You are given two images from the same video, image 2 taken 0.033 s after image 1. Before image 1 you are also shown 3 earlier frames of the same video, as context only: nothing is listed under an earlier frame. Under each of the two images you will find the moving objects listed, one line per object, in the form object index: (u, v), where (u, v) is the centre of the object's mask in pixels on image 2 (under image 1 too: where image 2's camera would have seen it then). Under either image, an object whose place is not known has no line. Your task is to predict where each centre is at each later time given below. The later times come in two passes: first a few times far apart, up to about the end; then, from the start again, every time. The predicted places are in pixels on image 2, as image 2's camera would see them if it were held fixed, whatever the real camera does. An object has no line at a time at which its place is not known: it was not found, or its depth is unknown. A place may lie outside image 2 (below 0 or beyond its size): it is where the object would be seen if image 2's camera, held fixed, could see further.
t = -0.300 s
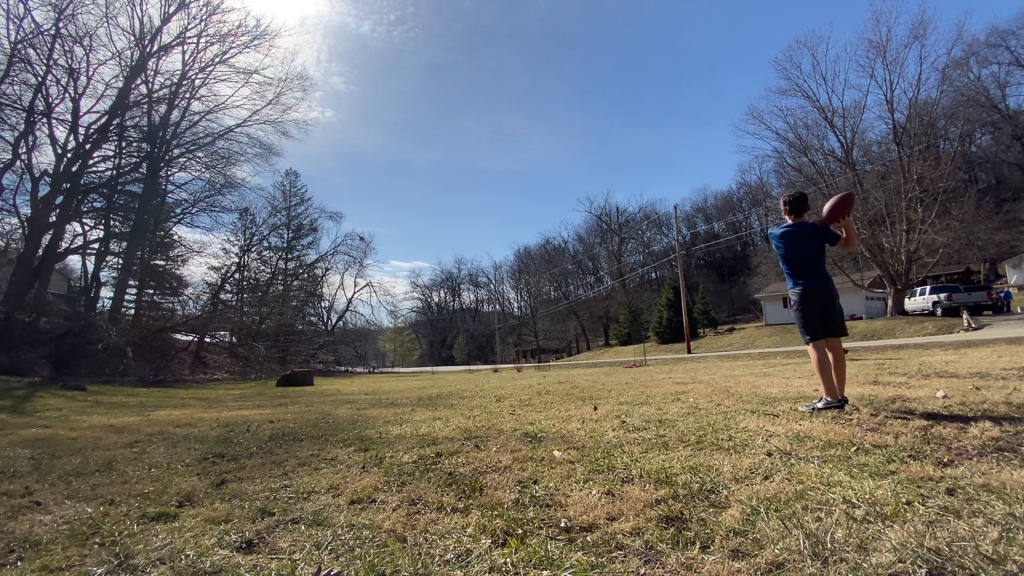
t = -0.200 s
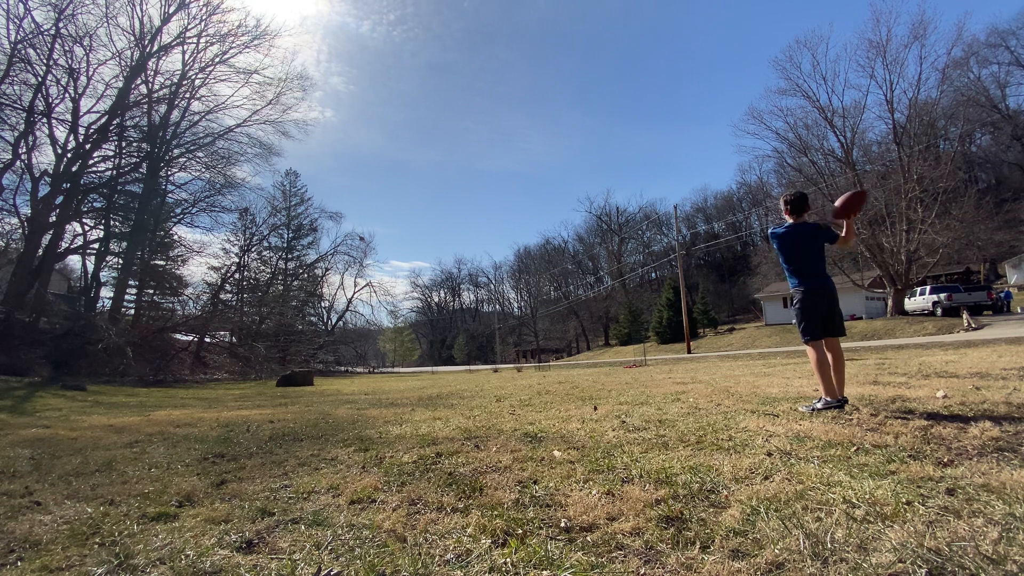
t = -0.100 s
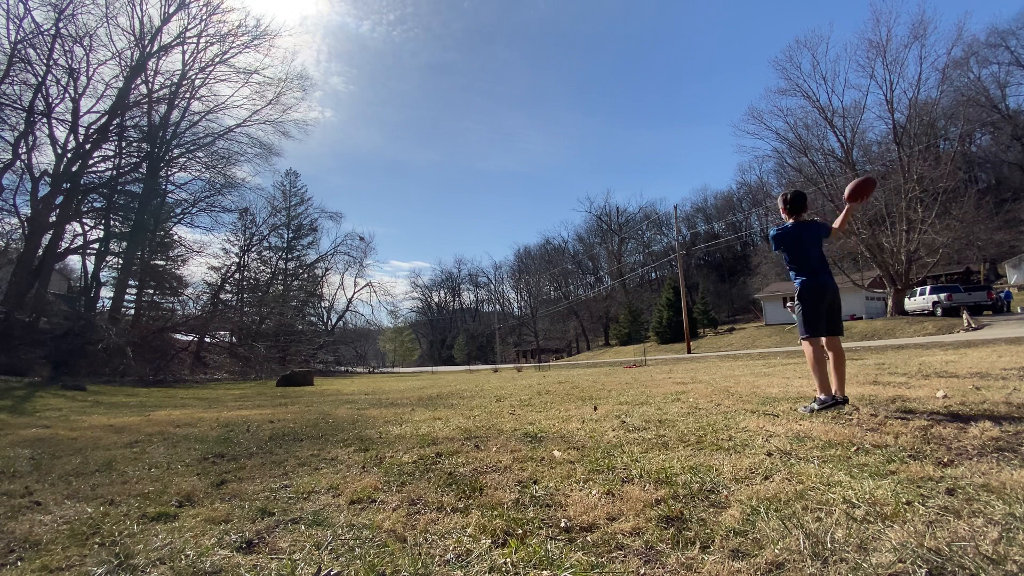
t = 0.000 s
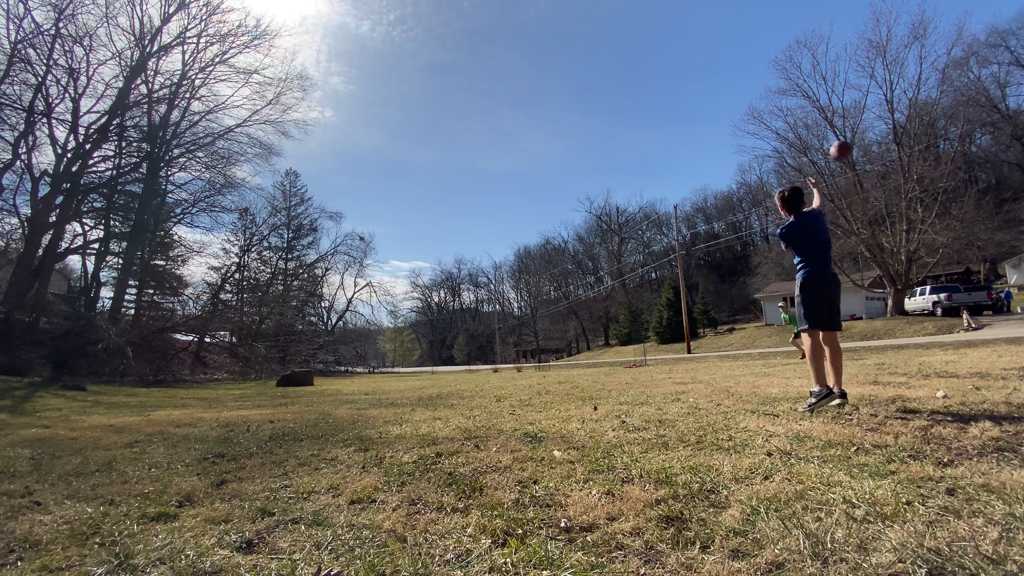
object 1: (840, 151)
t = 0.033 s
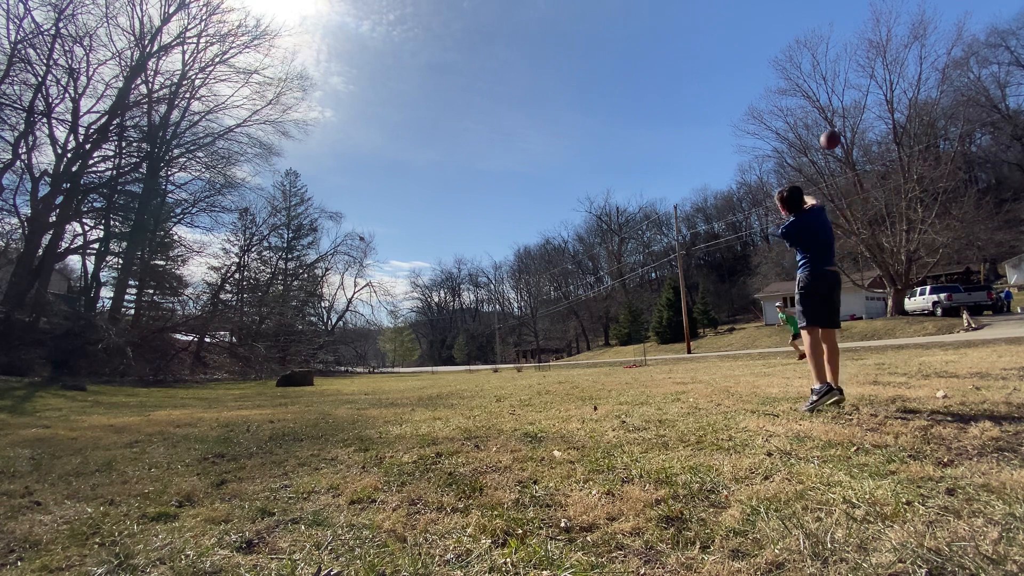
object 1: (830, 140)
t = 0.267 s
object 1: (785, 109)
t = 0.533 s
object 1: (762, 129)
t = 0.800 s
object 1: (752, 176)
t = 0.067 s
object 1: (821, 131)
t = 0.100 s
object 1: (813, 124)
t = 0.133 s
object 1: (806, 119)
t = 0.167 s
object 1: (800, 115)
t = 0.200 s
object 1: (795, 112)
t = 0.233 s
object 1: (790, 110)
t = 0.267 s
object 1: (785, 109)
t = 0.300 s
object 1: (781, 110)
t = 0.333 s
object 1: (777, 111)
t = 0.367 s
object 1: (774, 112)
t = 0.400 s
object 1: (771, 115)
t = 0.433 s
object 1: (768, 117)
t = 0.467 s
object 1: (766, 121)
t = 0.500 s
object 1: (764, 125)
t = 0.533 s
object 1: (762, 129)
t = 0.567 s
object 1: (760, 134)
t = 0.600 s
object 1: (759, 139)
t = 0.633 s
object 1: (757, 144)
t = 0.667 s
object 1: (756, 150)
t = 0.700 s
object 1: (755, 156)
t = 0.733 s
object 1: (754, 162)
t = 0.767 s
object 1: (753, 169)
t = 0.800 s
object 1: (752, 176)
